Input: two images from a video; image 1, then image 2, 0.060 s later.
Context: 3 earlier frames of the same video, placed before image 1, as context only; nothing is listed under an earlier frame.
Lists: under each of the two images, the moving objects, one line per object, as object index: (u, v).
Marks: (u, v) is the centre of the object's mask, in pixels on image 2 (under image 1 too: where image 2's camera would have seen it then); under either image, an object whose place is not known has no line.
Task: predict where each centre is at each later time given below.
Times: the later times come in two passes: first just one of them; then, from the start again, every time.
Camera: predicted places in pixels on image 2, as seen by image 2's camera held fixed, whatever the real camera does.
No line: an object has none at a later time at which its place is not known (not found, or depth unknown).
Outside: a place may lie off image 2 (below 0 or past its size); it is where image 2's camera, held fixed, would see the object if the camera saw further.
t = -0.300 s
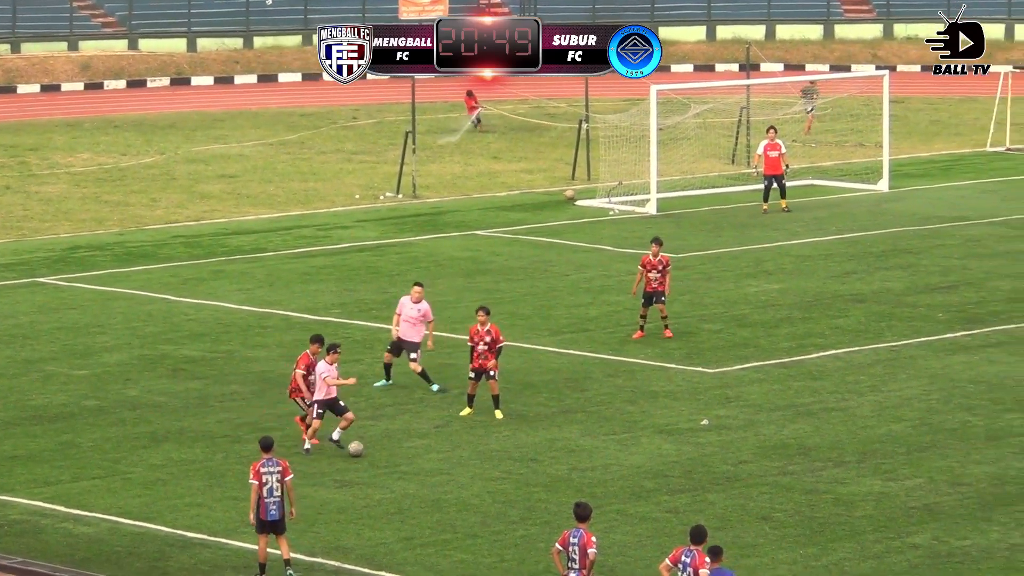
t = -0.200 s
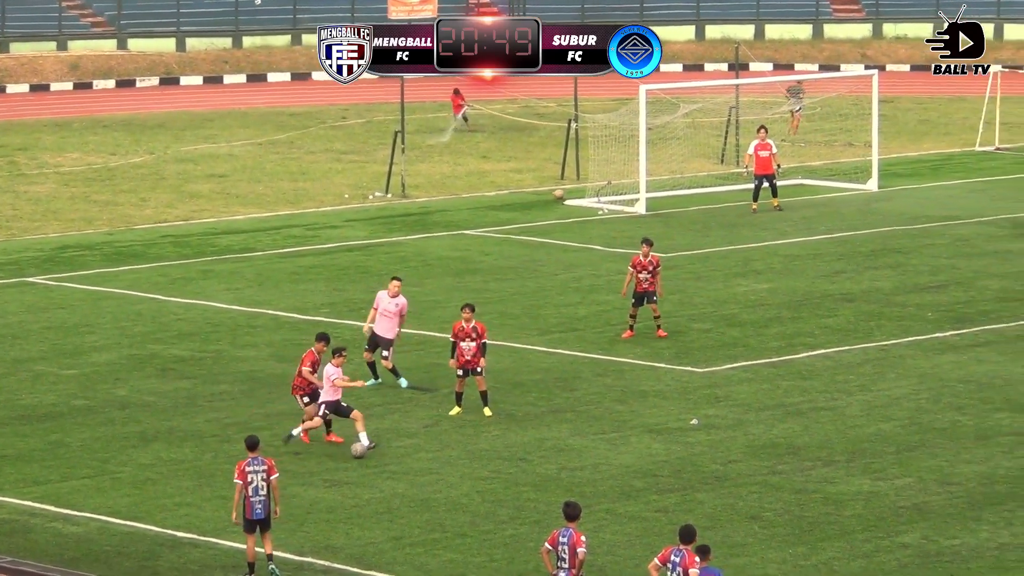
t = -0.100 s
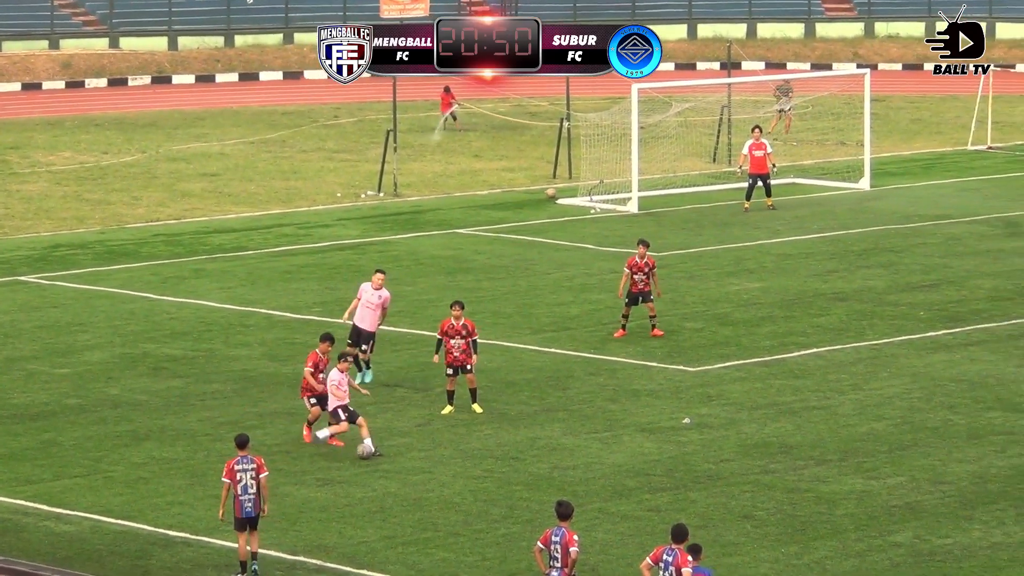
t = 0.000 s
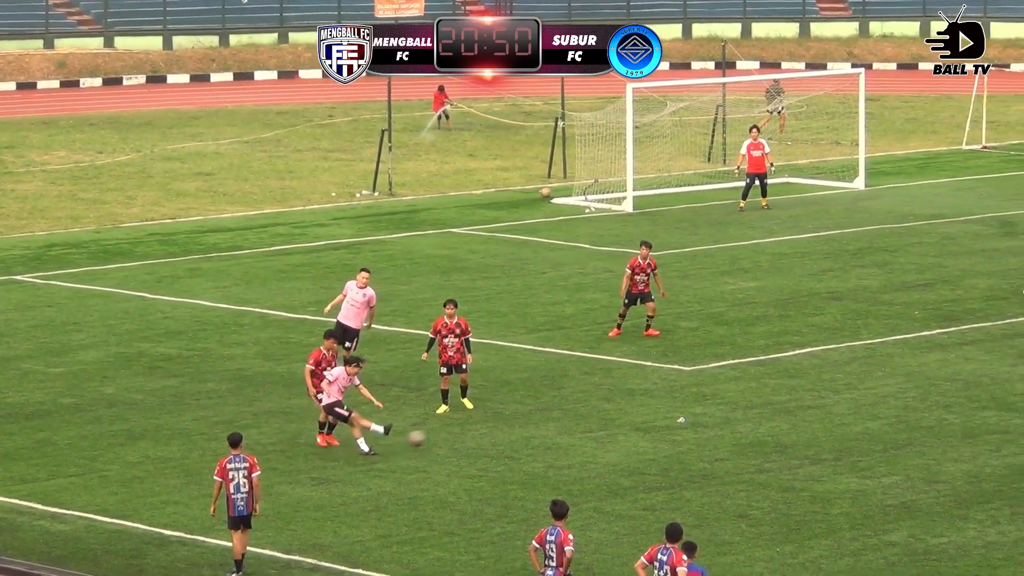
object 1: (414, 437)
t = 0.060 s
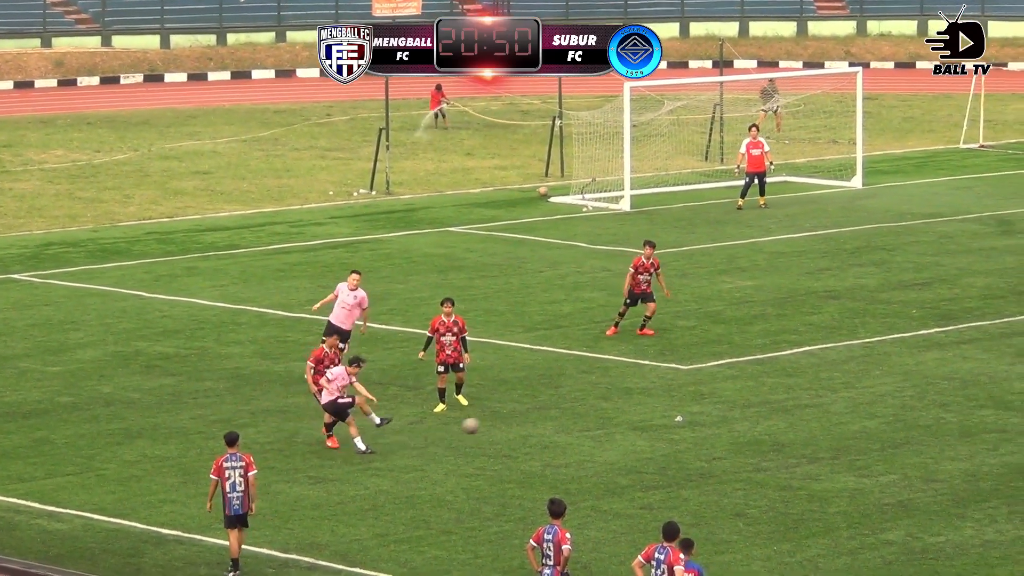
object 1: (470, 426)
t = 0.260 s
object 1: (643, 412)
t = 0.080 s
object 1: (488, 423)
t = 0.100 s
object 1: (507, 419)
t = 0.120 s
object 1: (525, 417)
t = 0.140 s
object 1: (543, 415)
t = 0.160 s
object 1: (559, 414)
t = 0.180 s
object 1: (577, 412)
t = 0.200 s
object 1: (594, 411)
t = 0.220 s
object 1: (611, 411)
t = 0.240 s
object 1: (628, 411)
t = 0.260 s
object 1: (643, 412)
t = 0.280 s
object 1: (659, 411)
